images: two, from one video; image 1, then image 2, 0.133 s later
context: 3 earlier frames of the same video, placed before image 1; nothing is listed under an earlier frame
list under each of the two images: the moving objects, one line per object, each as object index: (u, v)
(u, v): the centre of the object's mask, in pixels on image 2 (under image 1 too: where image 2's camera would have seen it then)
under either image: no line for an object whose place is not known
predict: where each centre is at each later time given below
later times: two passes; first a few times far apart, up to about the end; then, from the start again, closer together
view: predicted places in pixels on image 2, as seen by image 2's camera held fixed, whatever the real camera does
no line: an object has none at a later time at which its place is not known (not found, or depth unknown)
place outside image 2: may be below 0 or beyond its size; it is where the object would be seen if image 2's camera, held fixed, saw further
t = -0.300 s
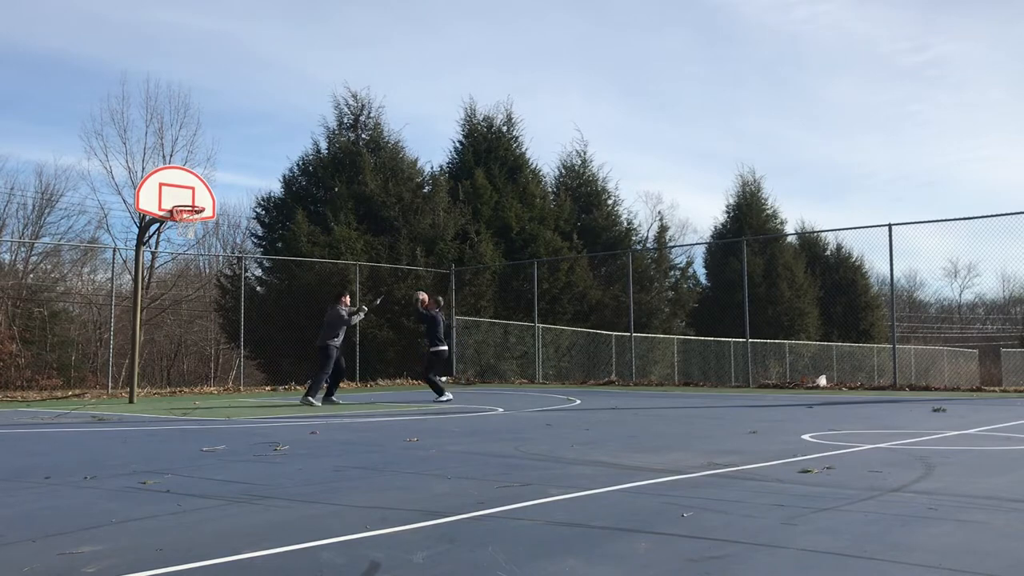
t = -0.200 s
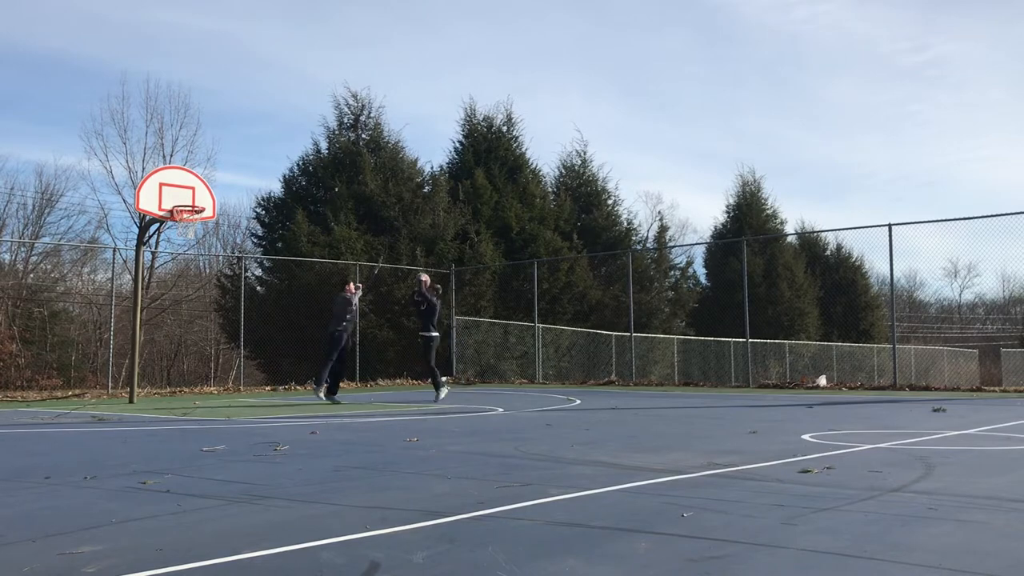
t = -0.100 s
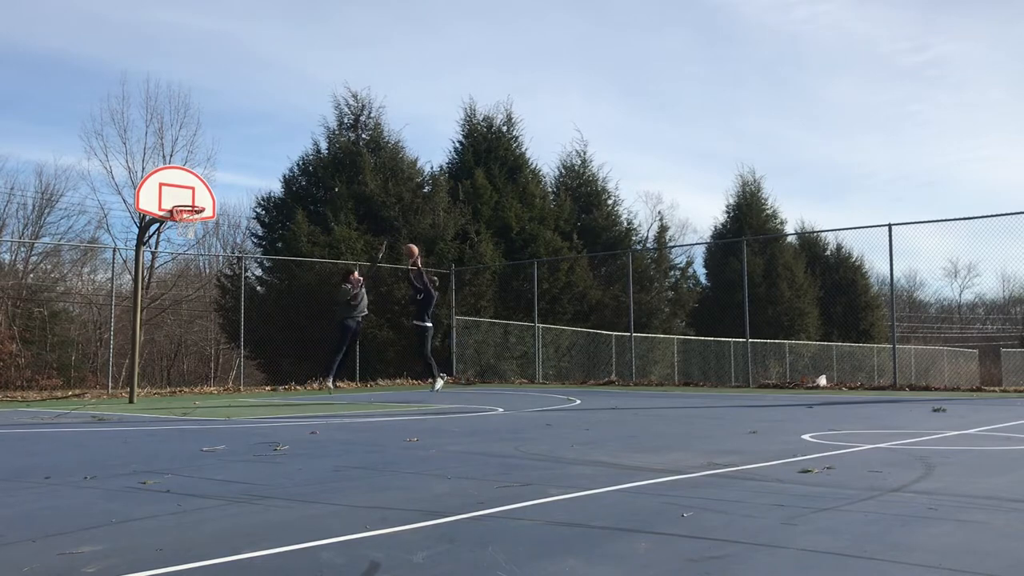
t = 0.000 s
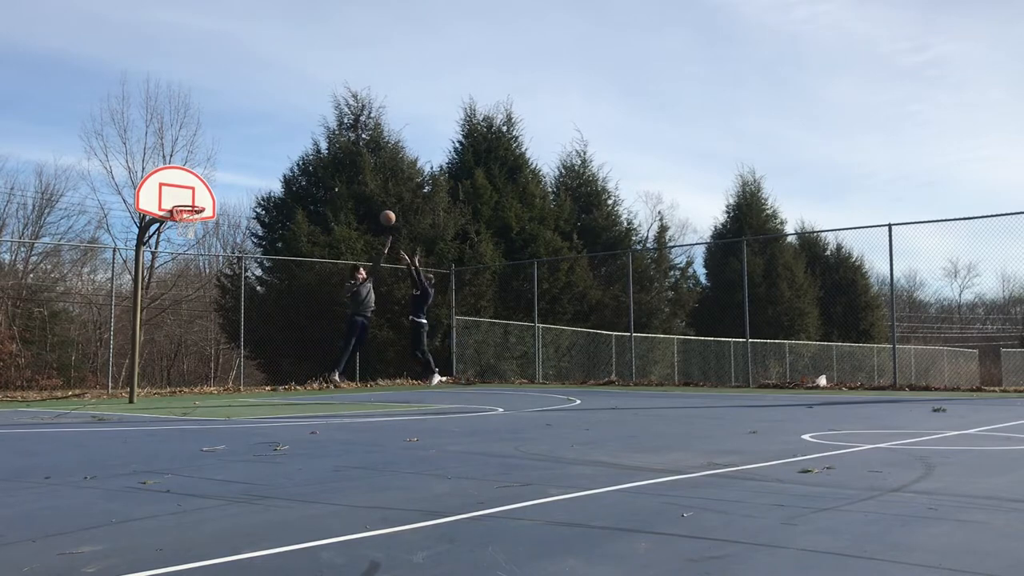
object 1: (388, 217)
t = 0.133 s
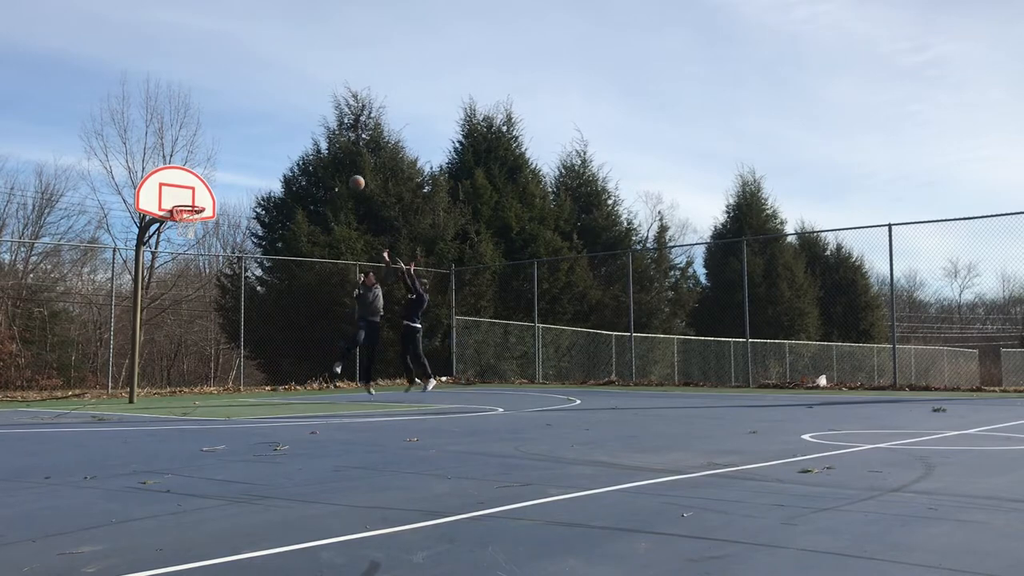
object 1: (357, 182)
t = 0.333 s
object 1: (311, 150)
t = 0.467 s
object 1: (280, 142)
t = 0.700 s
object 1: (226, 153)
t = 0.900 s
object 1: (179, 189)
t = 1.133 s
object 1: (142, 189)
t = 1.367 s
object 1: (126, 201)
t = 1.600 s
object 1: (108, 251)
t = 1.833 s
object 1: (92, 341)
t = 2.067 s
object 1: (76, 357)
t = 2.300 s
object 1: (56, 295)
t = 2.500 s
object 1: (35, 273)
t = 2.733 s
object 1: (11, 285)
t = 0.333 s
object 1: (311, 150)
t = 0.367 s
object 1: (303, 147)
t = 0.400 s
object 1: (295, 145)
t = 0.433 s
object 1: (287, 143)
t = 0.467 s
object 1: (280, 142)
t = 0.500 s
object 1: (272, 142)
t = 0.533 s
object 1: (264, 142)
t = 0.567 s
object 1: (257, 143)
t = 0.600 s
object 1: (249, 144)
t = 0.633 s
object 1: (241, 147)
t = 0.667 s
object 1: (233, 150)
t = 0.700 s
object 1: (226, 153)
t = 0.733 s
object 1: (218, 157)
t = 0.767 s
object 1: (210, 162)
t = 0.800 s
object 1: (203, 168)
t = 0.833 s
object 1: (195, 174)
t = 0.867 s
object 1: (187, 182)
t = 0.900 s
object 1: (179, 189)
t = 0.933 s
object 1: (171, 198)
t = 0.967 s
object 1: (164, 197)
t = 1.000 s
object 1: (157, 195)
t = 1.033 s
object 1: (149, 193)
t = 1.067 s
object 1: (147, 191)
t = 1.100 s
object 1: (145, 190)
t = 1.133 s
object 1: (142, 189)
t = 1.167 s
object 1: (140, 188)
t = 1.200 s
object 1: (138, 189)
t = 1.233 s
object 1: (135, 190)
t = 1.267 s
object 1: (133, 191)
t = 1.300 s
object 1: (131, 194)
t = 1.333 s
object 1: (128, 197)
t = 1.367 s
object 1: (126, 201)
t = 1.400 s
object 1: (123, 206)
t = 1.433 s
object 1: (121, 212)
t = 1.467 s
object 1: (119, 218)
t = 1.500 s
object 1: (116, 225)
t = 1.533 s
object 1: (113, 233)
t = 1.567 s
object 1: (110, 242)
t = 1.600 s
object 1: (108, 251)
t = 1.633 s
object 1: (105, 262)
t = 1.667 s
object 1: (103, 273)
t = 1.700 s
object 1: (100, 285)
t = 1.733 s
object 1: (98, 298)
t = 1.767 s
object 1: (95, 312)
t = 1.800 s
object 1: (93, 326)
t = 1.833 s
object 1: (92, 341)
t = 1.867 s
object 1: (90, 358)
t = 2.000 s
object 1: (79, 383)
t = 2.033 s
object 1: (78, 370)
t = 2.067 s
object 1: (76, 357)
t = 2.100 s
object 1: (72, 347)
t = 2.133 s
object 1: (70, 336)
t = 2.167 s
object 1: (67, 326)
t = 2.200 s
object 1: (63, 317)
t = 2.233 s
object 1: (61, 310)
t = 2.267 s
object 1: (58, 303)
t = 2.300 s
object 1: (56, 295)
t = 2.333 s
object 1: (52, 290)
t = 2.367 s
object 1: (48, 285)
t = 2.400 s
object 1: (45, 281)
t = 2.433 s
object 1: (42, 278)
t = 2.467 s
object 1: (39, 275)
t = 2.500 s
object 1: (35, 273)
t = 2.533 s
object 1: (32, 272)
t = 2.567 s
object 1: (29, 272)
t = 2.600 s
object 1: (25, 273)
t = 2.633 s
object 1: (22, 275)
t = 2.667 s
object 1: (18, 277)
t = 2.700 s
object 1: (15, 280)
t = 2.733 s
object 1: (11, 285)
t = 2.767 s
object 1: (8, 290)
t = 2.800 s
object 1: (7, 296)
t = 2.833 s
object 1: (5, 303)
